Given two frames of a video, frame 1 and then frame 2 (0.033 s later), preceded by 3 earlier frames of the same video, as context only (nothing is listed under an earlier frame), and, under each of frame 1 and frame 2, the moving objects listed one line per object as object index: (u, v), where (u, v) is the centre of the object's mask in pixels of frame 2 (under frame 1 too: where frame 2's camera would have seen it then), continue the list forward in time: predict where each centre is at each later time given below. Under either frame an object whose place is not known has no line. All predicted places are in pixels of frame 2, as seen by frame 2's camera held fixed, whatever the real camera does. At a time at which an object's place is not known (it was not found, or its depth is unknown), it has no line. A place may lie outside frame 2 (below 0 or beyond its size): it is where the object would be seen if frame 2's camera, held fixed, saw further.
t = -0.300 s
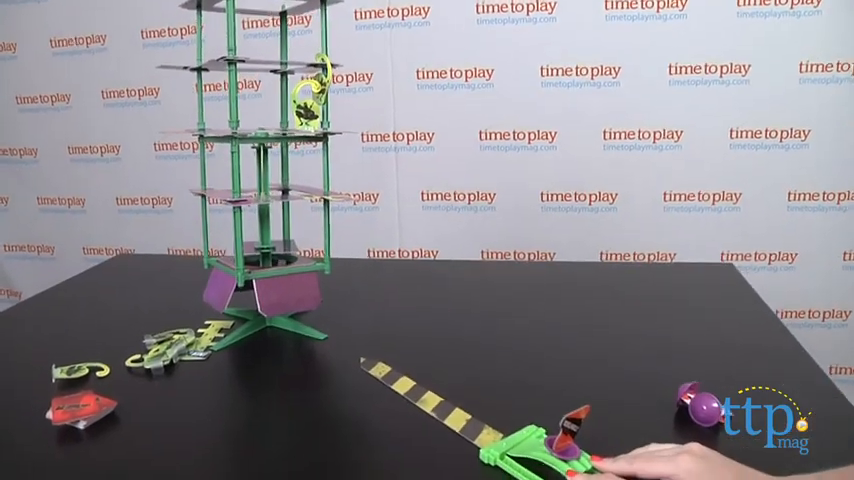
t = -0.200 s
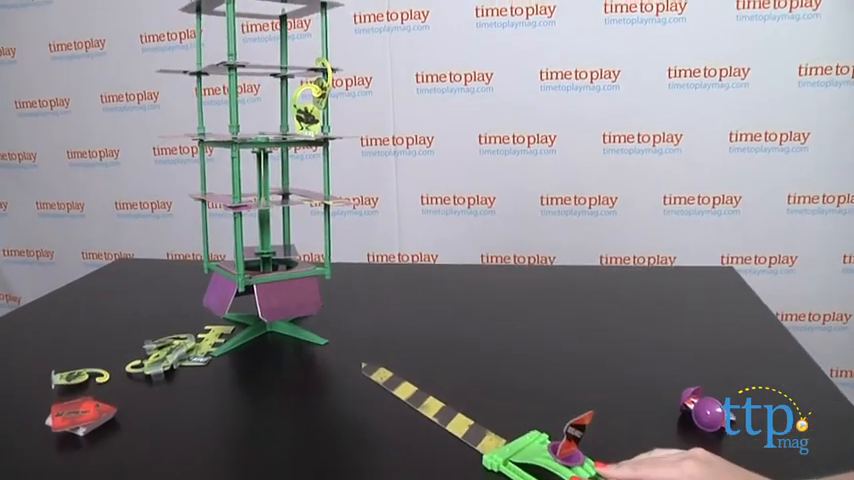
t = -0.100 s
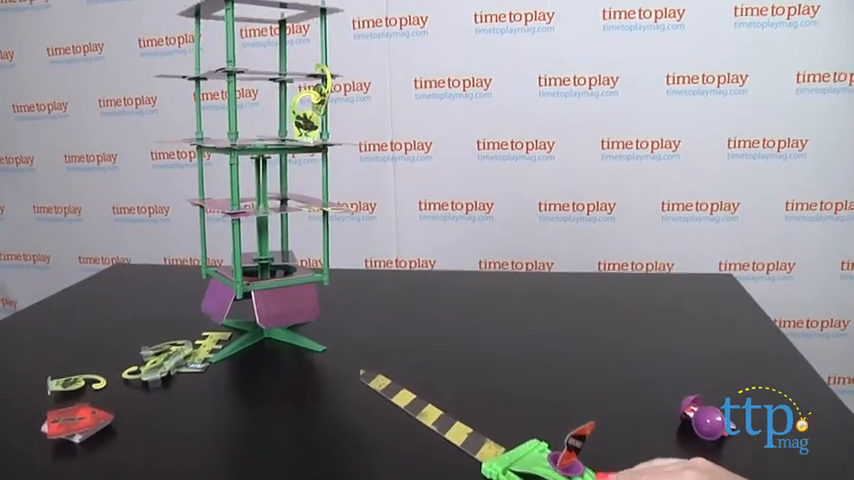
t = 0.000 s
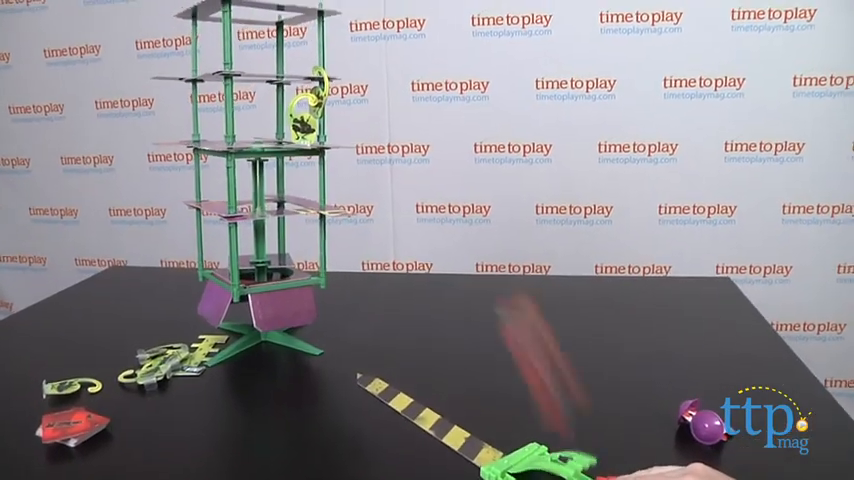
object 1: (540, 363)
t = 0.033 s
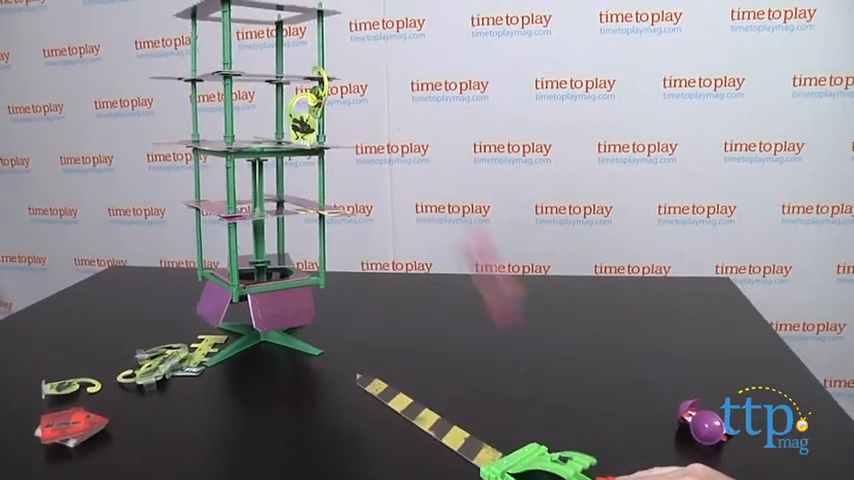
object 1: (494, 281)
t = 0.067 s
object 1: (452, 197)
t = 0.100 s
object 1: (415, 137)
